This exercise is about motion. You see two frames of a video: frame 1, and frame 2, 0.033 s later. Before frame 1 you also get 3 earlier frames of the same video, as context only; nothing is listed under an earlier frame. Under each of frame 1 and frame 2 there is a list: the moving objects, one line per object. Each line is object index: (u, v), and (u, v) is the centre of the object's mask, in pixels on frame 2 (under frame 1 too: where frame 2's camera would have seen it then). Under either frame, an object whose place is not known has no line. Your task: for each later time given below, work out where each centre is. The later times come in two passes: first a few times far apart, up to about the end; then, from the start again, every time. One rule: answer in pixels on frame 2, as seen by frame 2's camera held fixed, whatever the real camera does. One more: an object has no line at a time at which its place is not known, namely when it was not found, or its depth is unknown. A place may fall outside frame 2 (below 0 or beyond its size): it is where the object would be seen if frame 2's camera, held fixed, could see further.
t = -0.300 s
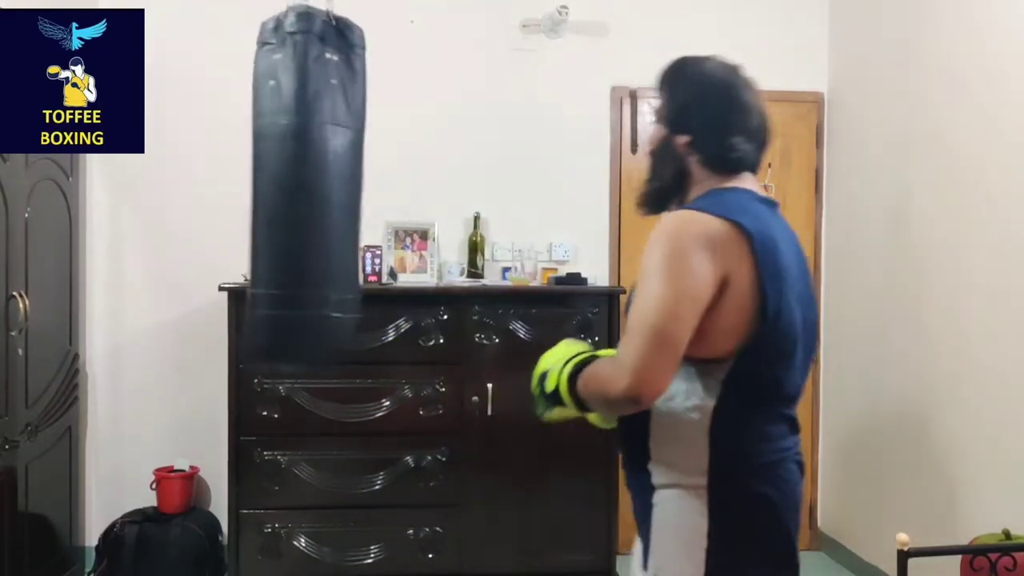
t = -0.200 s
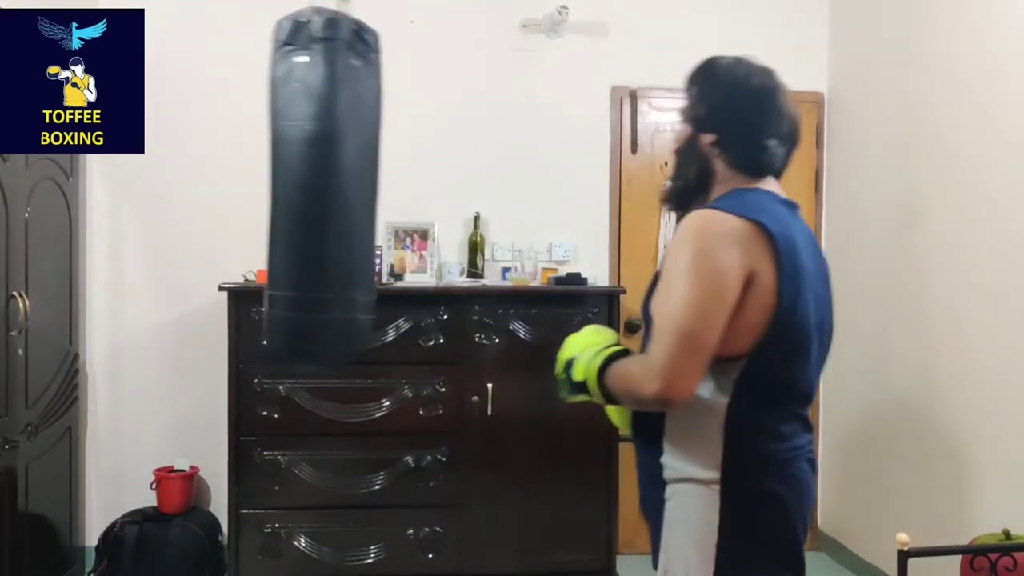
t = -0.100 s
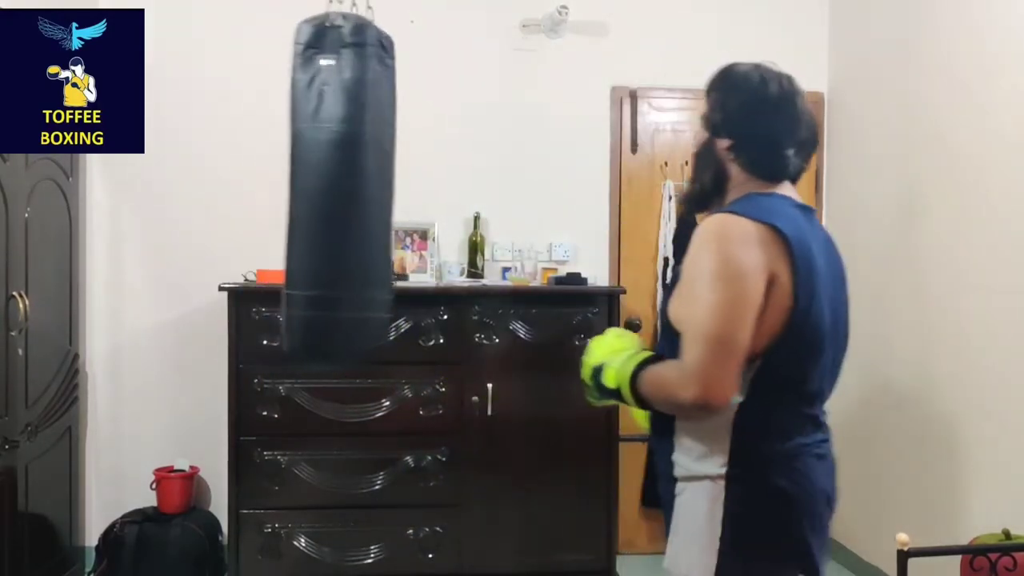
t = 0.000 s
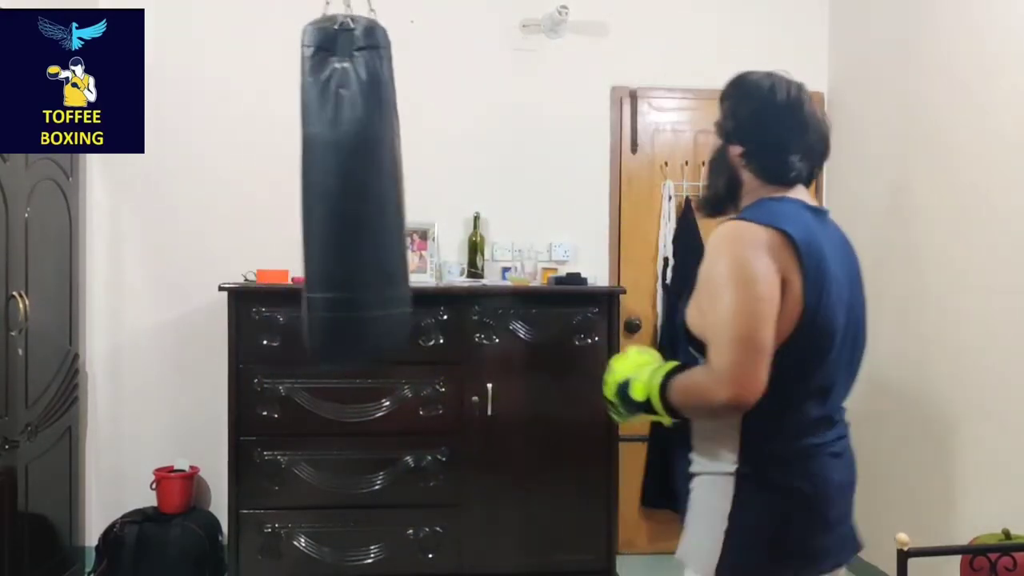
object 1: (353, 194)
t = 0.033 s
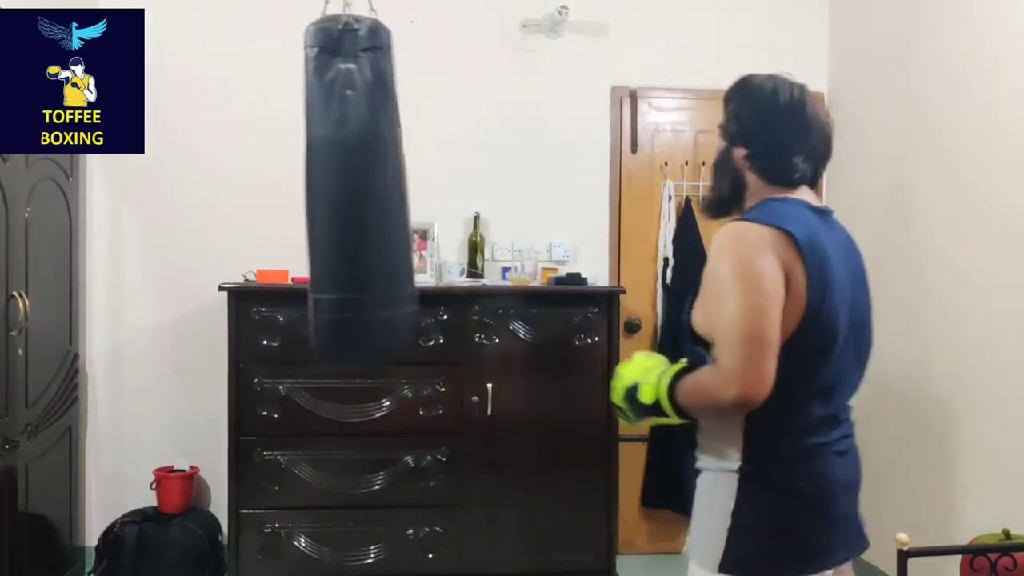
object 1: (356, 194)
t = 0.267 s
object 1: (384, 186)
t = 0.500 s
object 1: (395, 184)
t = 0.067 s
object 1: (360, 193)
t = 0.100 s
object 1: (365, 191)
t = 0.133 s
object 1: (371, 191)
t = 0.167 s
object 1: (375, 189)
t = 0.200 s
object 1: (379, 188)
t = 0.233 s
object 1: (382, 186)
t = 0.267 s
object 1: (384, 186)
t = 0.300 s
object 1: (387, 186)
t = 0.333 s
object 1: (389, 186)
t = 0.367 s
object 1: (390, 185)
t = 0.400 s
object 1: (391, 184)
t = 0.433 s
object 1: (392, 183)
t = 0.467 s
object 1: (394, 183)
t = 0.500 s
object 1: (395, 184)
